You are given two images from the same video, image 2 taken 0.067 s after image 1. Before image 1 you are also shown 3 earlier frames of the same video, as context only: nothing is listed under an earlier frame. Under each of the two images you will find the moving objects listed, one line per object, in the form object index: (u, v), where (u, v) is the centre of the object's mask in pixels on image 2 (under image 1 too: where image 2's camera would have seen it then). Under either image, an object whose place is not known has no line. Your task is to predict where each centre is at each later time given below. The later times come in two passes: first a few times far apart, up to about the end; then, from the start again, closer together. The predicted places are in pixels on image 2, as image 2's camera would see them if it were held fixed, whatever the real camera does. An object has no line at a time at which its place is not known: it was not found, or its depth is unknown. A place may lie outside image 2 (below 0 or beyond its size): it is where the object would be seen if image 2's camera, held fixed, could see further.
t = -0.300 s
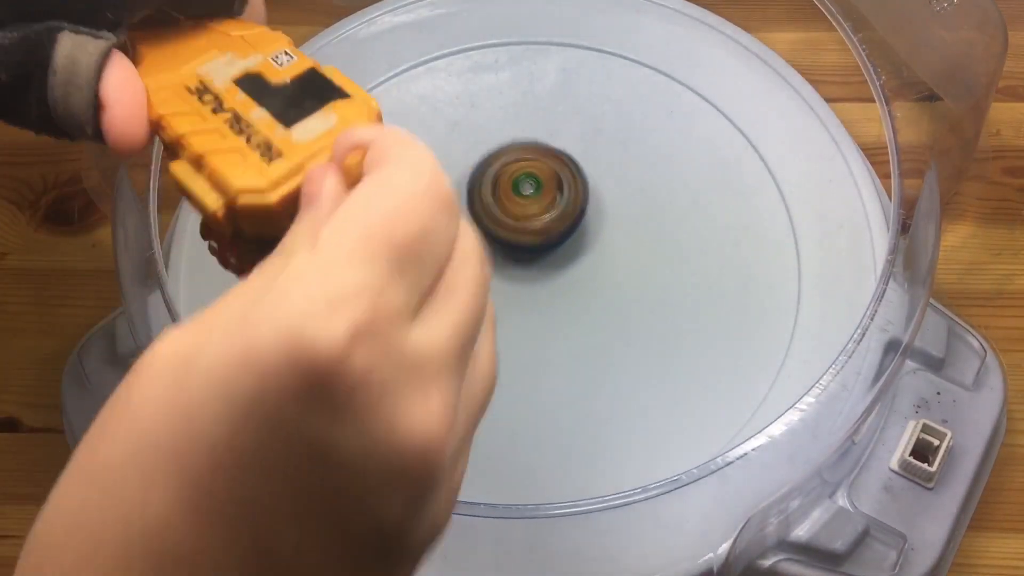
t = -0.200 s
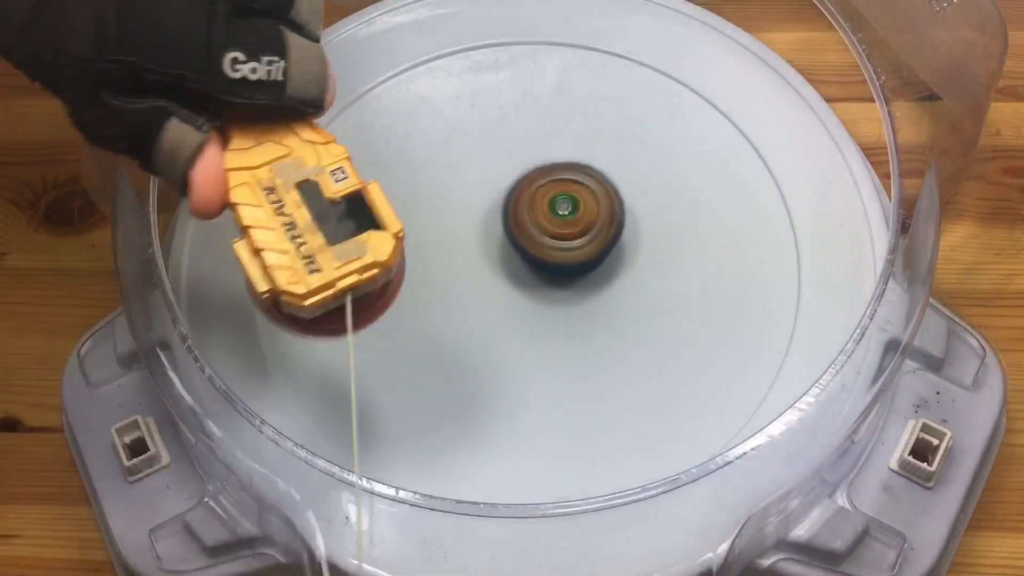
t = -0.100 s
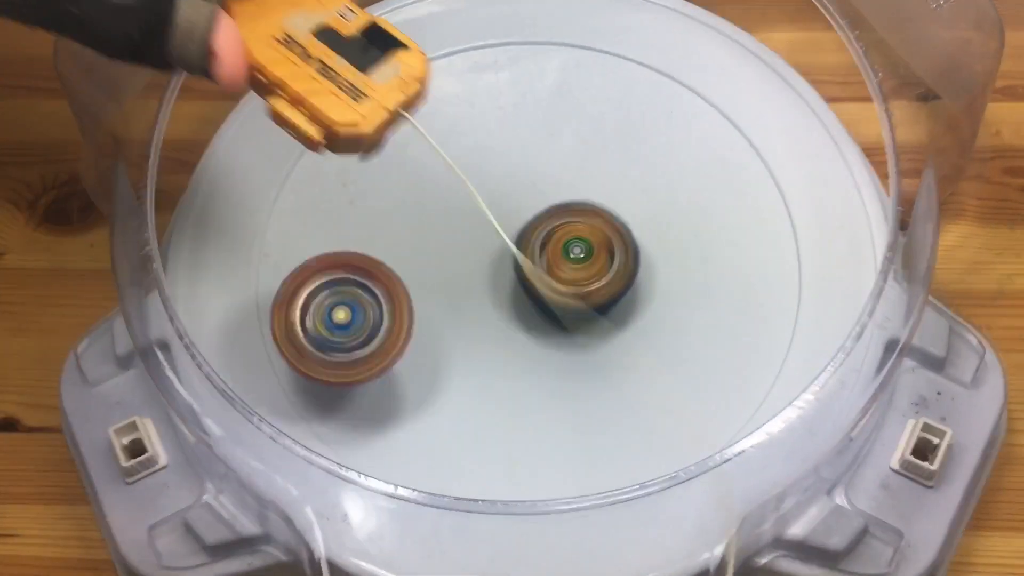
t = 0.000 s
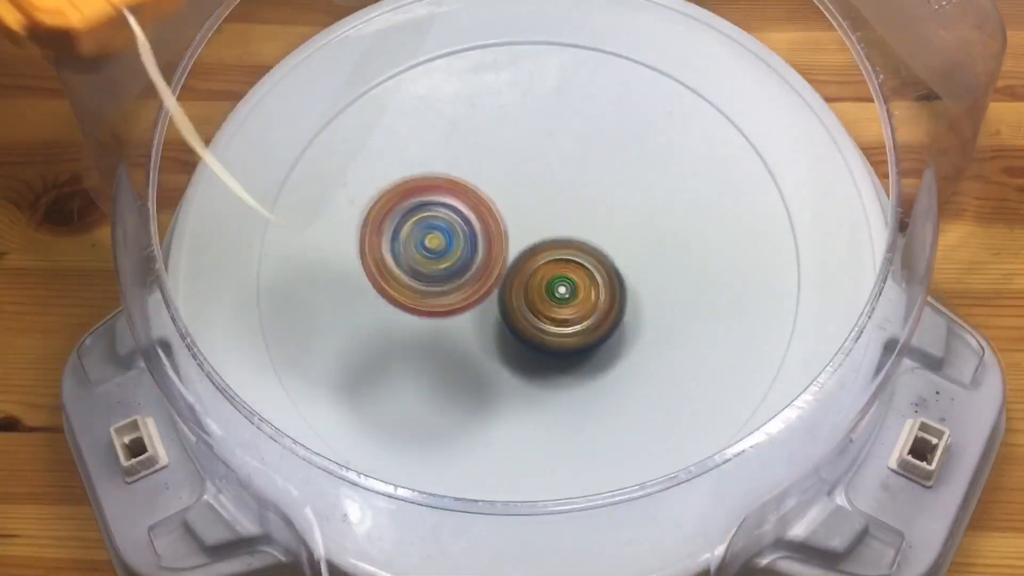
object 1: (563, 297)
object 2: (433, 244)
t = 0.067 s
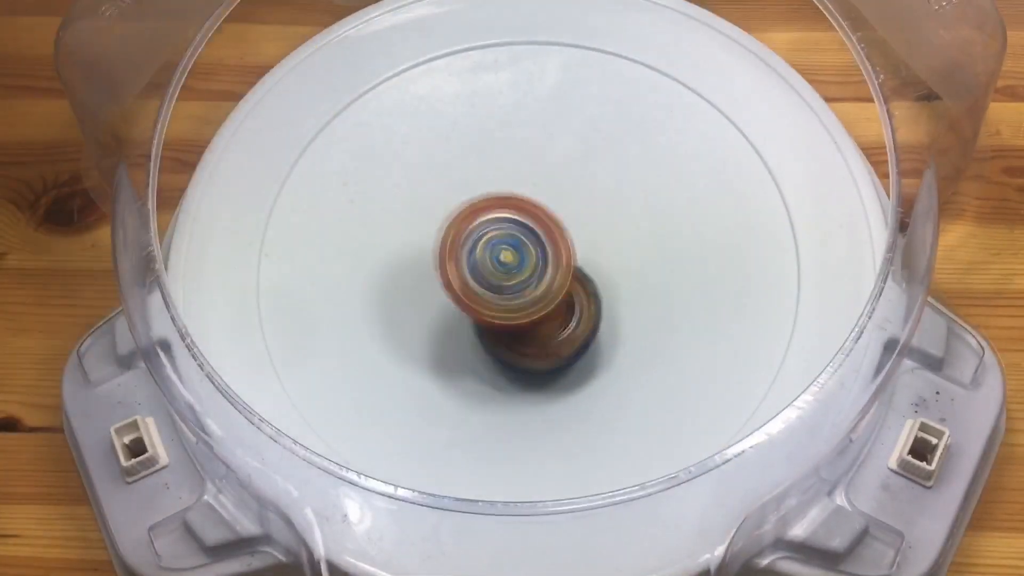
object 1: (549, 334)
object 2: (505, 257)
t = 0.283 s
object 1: (661, 352)
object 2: (457, 150)
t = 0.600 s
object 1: (487, 304)
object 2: (584, 130)
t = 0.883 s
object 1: (402, 249)
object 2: (608, 75)
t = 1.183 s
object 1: (354, 328)
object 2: (613, 100)
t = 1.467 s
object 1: (452, 300)
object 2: (610, 162)
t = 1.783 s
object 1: (443, 278)
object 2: (663, 230)
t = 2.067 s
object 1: (310, 242)
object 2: (762, 277)
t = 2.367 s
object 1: (446, 146)
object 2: (637, 230)
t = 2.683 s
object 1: (532, 44)
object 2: (524, 514)
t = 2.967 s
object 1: (594, 229)
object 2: (581, 394)
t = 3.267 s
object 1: (516, 92)
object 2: (640, 336)
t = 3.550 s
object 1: (487, 112)
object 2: (603, 276)
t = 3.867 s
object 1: (489, 193)
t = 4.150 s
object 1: (529, 168)
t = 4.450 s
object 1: (513, 218)
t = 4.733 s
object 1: (661, 77)
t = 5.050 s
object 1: (701, 208)
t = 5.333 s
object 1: (651, 331)
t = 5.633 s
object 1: (610, 278)
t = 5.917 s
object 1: (488, 306)
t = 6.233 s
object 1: (315, 331)
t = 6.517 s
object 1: (421, 251)
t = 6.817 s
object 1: (482, 230)
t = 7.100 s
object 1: (485, 287)
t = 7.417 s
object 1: (486, 259)
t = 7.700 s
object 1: (490, 288)
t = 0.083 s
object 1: (553, 330)
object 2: (504, 247)
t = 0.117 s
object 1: (576, 325)
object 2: (487, 210)
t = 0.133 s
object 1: (592, 334)
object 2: (480, 199)
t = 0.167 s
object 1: (617, 347)
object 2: (467, 186)
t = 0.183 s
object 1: (627, 349)
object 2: (462, 184)
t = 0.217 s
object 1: (645, 354)
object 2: (457, 187)
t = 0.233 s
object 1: (651, 353)
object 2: (457, 173)
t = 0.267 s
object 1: (660, 353)
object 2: (457, 154)
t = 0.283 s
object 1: (661, 352)
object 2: (457, 150)
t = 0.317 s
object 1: (656, 347)
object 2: (460, 149)
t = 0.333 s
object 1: (653, 342)
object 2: (462, 145)
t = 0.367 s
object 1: (642, 336)
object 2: (469, 145)
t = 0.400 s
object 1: (625, 327)
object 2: (480, 145)
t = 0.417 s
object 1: (614, 322)
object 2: (486, 146)
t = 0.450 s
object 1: (594, 309)
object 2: (498, 150)
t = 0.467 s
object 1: (584, 304)
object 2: (504, 153)
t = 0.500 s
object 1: (563, 291)
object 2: (519, 160)
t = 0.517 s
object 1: (551, 285)
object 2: (527, 164)
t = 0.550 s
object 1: (525, 290)
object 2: (549, 157)
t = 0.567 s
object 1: (512, 295)
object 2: (561, 147)
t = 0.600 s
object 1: (487, 304)
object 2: (584, 130)
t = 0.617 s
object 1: (476, 308)
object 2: (597, 121)
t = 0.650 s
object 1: (454, 310)
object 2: (619, 100)
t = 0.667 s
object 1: (444, 310)
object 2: (626, 91)
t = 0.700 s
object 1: (427, 306)
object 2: (641, 77)
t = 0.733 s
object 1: (413, 302)
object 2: (651, 60)
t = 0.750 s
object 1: (408, 298)
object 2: (651, 55)
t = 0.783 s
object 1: (399, 287)
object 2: (651, 49)
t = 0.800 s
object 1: (396, 281)
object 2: (648, 51)
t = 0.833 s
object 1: (395, 269)
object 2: (633, 58)
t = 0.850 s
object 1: (396, 262)
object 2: (624, 62)
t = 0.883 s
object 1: (402, 249)
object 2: (608, 75)
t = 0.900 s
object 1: (405, 241)
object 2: (597, 81)
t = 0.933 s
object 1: (415, 229)
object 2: (574, 97)
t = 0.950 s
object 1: (422, 223)
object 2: (563, 106)
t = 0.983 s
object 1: (438, 212)
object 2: (538, 124)
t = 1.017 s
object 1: (424, 225)
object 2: (542, 124)
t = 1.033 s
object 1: (410, 237)
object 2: (551, 119)
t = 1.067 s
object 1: (389, 265)
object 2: (566, 110)
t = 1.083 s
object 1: (380, 278)
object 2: (575, 108)
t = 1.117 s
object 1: (366, 298)
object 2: (589, 102)
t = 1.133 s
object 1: (360, 309)
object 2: (596, 101)
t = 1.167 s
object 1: (355, 322)
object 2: (610, 99)
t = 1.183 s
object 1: (354, 328)
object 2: (613, 100)
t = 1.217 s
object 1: (355, 338)
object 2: (626, 99)
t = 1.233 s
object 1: (356, 341)
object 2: (627, 100)
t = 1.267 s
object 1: (364, 342)
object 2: (634, 105)
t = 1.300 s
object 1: (377, 342)
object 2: (634, 108)
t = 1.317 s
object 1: (383, 339)
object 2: (633, 115)
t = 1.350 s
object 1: (396, 333)
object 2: (632, 121)
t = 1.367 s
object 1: (403, 330)
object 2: (630, 126)
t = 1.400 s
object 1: (420, 321)
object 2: (625, 137)
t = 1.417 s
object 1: (428, 316)
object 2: (620, 144)
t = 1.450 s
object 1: (443, 306)
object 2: (616, 156)
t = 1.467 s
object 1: (452, 300)
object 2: (610, 162)
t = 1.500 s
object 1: (469, 289)
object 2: (606, 176)
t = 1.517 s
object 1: (476, 283)
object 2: (601, 182)
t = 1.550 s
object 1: (492, 273)
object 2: (594, 196)
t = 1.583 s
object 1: (487, 269)
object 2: (602, 202)
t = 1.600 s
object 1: (479, 268)
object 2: (611, 202)
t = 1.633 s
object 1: (465, 275)
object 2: (628, 213)
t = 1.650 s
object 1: (460, 273)
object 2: (635, 210)
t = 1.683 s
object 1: (450, 276)
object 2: (649, 221)
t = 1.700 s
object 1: (446, 275)
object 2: (653, 216)
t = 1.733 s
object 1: (443, 276)
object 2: (659, 215)
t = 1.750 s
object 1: (443, 276)
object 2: (660, 219)
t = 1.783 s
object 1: (443, 278)
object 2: (663, 230)
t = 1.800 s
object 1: (446, 278)
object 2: (660, 228)
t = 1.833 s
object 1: (453, 279)
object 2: (655, 230)
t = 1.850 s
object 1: (456, 279)
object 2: (652, 237)
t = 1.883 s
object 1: (462, 280)
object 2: (641, 247)
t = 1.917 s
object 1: (472, 281)
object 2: (630, 251)
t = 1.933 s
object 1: (477, 282)
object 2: (623, 255)
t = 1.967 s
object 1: (484, 284)
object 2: (610, 255)
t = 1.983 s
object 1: (453, 277)
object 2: (638, 259)
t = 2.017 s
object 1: (388, 268)
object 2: (692, 269)
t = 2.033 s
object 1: (361, 258)
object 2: (714, 270)
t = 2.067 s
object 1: (310, 242)
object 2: (762, 277)
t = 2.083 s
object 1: (286, 233)
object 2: (781, 274)
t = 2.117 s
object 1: (262, 211)
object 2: (821, 278)
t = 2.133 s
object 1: (263, 201)
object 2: (835, 277)
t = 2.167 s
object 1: (271, 193)
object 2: (835, 274)
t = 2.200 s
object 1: (290, 180)
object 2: (817, 267)
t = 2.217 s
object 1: (300, 176)
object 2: (804, 265)
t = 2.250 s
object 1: (328, 165)
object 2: (777, 259)
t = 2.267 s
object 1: (344, 161)
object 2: (759, 259)
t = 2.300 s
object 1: (377, 153)
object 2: (720, 244)
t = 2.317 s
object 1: (395, 151)
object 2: (700, 238)
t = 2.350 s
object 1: (430, 147)
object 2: (658, 240)
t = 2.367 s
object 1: (446, 146)
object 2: (637, 230)
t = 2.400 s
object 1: (477, 146)
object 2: (590, 218)
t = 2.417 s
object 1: (492, 147)
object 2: (567, 220)
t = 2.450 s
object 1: (487, 99)
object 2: (558, 265)
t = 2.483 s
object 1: (482, 52)
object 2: (549, 308)
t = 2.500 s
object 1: (480, 37)
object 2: (548, 338)
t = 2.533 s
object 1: (483, 29)
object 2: (541, 371)
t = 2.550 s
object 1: (486, 28)
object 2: (535, 393)
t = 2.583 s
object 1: (495, 31)
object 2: (531, 435)
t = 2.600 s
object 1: (500, 30)
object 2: (527, 449)
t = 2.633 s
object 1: (511, 34)
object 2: (525, 469)
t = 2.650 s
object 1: (517, 35)
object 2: (522, 485)
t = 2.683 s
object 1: (532, 44)
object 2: (524, 514)
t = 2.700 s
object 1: (539, 49)
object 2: (523, 523)
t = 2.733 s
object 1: (553, 67)
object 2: (527, 533)
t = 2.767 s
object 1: (566, 88)
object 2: (530, 535)
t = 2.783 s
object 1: (571, 100)
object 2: (535, 532)
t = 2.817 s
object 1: (582, 124)
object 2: (542, 526)
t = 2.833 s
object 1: (586, 137)
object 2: (544, 513)
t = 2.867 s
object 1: (591, 160)
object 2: (556, 482)
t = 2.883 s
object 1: (593, 174)
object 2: (560, 466)
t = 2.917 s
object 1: (596, 197)
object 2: (568, 446)
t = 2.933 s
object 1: (595, 208)
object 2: (574, 428)
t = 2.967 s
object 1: (594, 229)
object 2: (581, 394)
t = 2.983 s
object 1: (592, 238)
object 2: (585, 370)
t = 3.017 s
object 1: (585, 235)
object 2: (595, 351)
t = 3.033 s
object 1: (578, 217)
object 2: (599, 361)
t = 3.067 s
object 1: (567, 184)
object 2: (609, 365)
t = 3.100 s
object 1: (555, 153)
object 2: (622, 366)
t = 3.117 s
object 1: (550, 139)
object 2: (626, 368)
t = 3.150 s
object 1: (539, 119)
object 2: (633, 367)
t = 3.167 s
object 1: (535, 111)
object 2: (636, 362)
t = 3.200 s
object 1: (525, 100)
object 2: (640, 358)
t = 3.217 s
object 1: (522, 95)
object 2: (640, 354)
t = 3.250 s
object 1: (516, 93)
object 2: (640, 339)
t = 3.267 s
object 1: (516, 92)
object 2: (640, 336)
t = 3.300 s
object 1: (515, 96)
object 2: (637, 318)
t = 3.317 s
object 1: (517, 99)
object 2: (634, 311)
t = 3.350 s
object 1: (518, 108)
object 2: (624, 293)
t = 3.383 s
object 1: (523, 118)
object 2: (616, 268)
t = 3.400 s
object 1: (524, 124)
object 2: (612, 261)
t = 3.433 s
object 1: (530, 137)
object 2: (599, 248)
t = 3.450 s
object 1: (530, 144)
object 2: (591, 234)
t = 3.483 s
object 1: (522, 138)
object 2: (590, 236)
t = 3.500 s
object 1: (511, 130)
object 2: (594, 249)
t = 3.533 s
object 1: (496, 116)
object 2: (601, 272)
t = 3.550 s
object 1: (487, 112)
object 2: (603, 276)
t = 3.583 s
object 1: (475, 107)
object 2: (603, 292)
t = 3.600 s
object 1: (468, 105)
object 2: (604, 301)
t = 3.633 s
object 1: (463, 107)
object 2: (607, 313)
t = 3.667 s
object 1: (460, 112)
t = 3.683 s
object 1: (461, 119)
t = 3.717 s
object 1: (464, 128)
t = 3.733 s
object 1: (467, 135)
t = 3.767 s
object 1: (473, 147)
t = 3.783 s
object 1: (475, 155)
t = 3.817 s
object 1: (481, 170)
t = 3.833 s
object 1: (483, 178)
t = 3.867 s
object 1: (489, 193)
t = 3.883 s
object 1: (490, 201)
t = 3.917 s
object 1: (497, 214)
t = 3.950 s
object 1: (500, 228)
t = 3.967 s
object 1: (504, 221)
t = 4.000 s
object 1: (512, 204)
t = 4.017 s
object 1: (516, 196)
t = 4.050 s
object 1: (522, 183)
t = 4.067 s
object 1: (525, 177)
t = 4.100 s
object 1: (528, 171)
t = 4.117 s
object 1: (528, 169)
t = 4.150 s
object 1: (529, 168)
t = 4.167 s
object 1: (529, 169)
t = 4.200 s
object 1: (529, 175)
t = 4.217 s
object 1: (528, 179)
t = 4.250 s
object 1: (527, 188)
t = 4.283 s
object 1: (523, 197)
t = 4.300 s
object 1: (522, 202)
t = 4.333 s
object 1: (518, 210)
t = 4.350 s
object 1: (516, 215)
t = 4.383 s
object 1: (511, 223)
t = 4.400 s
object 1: (510, 227)
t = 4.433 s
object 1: (508, 226)
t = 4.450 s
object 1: (513, 218)
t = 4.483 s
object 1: (530, 183)
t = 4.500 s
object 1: (539, 168)
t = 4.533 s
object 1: (556, 152)
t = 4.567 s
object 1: (573, 129)
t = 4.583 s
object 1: (583, 117)
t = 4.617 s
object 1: (602, 104)
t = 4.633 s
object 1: (612, 94)
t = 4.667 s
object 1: (629, 85)
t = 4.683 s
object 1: (638, 80)
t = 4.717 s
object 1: (654, 77)
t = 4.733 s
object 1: (661, 77)
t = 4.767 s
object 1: (677, 83)
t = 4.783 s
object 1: (683, 87)
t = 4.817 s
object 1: (698, 101)
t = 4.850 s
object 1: (710, 118)
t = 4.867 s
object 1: (713, 129)
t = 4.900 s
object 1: (721, 152)
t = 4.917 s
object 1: (721, 164)
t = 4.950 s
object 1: (722, 178)
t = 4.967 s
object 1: (722, 181)
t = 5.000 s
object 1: (717, 191)
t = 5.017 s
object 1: (714, 195)
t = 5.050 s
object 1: (701, 208)
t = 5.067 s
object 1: (694, 216)
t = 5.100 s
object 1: (679, 230)
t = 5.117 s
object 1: (667, 237)
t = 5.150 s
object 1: (649, 250)
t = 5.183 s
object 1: (628, 261)
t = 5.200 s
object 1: (616, 268)
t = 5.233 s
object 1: (601, 282)
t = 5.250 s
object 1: (611, 292)
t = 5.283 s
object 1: (630, 319)
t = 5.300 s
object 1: (639, 323)
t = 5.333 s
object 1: (651, 331)
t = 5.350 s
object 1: (654, 332)
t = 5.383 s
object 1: (657, 333)
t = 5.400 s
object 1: (660, 333)
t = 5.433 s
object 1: (659, 329)
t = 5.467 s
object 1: (655, 323)
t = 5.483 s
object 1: (650, 318)
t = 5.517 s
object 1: (641, 312)
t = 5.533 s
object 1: (638, 309)
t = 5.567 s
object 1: (629, 302)
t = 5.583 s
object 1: (622, 296)
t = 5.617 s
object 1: (613, 284)
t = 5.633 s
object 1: (610, 278)
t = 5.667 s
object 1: (601, 268)
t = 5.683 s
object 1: (594, 264)
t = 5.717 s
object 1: (583, 256)
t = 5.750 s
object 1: (573, 250)
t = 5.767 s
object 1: (570, 245)
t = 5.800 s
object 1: (560, 241)
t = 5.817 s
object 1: (553, 239)
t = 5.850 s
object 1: (541, 244)
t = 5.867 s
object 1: (530, 259)
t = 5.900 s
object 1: (501, 293)
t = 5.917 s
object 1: (488, 306)
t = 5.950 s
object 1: (461, 333)
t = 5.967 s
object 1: (449, 343)
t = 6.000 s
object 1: (423, 363)
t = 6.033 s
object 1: (397, 371)
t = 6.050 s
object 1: (386, 373)
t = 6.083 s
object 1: (363, 376)
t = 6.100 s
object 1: (351, 374)
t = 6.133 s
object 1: (335, 368)
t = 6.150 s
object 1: (328, 363)
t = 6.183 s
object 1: (318, 352)
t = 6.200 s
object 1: (318, 343)
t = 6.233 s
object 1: (315, 331)
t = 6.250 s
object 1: (317, 323)
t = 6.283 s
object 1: (324, 307)
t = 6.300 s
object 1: (326, 304)
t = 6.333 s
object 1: (339, 293)
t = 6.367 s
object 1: (353, 284)
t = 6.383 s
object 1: (359, 281)
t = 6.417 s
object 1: (377, 270)
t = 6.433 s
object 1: (385, 268)
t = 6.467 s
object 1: (403, 261)
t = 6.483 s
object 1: (412, 258)
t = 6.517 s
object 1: (421, 251)
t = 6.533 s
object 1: (424, 245)
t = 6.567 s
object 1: (427, 240)
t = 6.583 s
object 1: (429, 239)
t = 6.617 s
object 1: (437, 235)
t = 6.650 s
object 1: (444, 232)
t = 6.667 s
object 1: (447, 232)
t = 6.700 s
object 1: (457, 230)
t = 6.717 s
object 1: (459, 231)
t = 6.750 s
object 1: (467, 230)
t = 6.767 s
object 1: (470, 230)
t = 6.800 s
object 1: (479, 231)
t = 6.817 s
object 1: (482, 230)
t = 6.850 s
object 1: (487, 231)
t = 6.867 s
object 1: (493, 231)
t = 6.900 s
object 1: (498, 233)
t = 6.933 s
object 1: (500, 234)
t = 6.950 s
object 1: (502, 233)
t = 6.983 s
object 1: (505, 244)
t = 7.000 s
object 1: (501, 253)
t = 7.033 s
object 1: (493, 269)
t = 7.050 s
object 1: (492, 276)
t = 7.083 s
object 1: (487, 285)
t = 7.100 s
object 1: (485, 287)
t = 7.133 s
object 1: (480, 289)
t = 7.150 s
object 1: (480, 288)
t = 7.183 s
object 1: (476, 285)
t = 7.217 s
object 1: (475, 279)
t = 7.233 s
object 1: (474, 277)
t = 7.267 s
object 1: (475, 272)
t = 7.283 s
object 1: (475, 270)
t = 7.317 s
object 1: (477, 266)
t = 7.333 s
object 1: (477, 265)
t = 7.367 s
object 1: (481, 261)
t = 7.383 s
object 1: (482, 260)
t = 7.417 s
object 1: (486, 259)
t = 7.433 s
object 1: (487, 259)
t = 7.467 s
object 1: (496, 269)
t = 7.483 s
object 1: (500, 272)
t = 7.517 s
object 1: (506, 280)
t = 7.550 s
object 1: (507, 288)
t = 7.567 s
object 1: (507, 291)
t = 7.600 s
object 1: (505, 294)
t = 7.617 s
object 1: (502, 292)
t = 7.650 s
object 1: (499, 290)
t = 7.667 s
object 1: (496, 288)
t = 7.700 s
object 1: (490, 288)
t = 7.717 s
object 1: (489, 286)
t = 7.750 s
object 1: (483, 285)
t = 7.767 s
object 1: (483, 286)
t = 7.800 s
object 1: (480, 283)
